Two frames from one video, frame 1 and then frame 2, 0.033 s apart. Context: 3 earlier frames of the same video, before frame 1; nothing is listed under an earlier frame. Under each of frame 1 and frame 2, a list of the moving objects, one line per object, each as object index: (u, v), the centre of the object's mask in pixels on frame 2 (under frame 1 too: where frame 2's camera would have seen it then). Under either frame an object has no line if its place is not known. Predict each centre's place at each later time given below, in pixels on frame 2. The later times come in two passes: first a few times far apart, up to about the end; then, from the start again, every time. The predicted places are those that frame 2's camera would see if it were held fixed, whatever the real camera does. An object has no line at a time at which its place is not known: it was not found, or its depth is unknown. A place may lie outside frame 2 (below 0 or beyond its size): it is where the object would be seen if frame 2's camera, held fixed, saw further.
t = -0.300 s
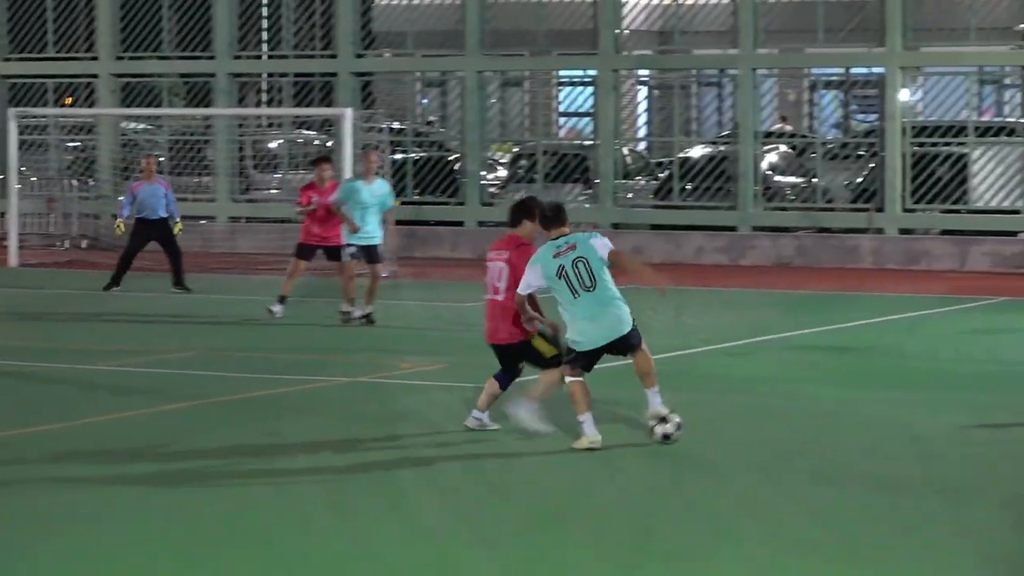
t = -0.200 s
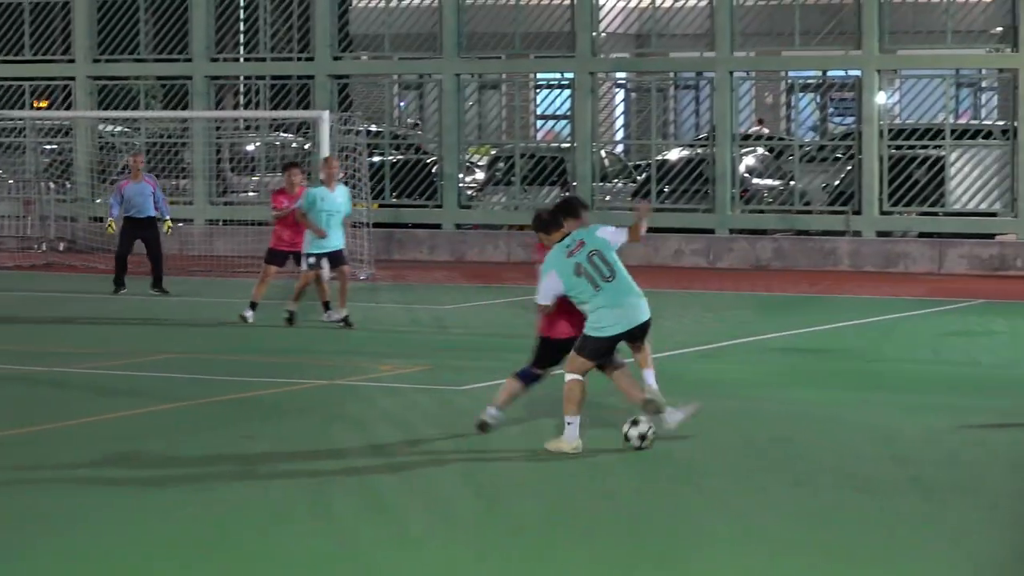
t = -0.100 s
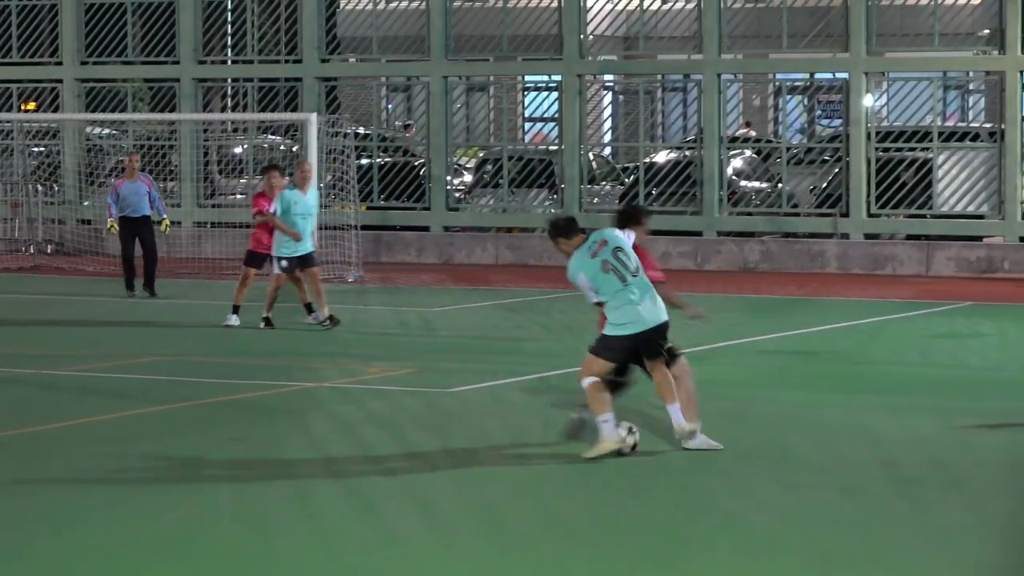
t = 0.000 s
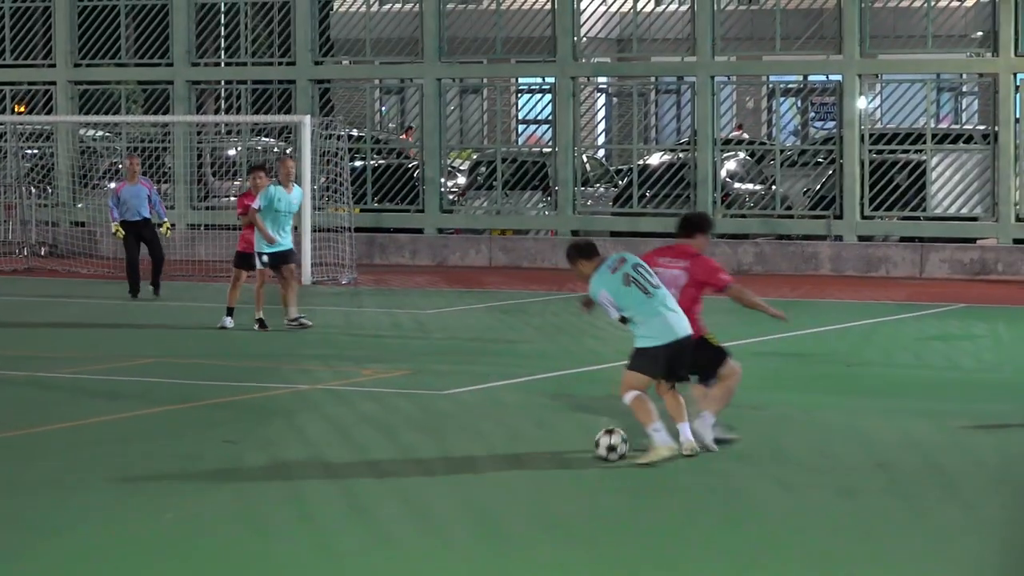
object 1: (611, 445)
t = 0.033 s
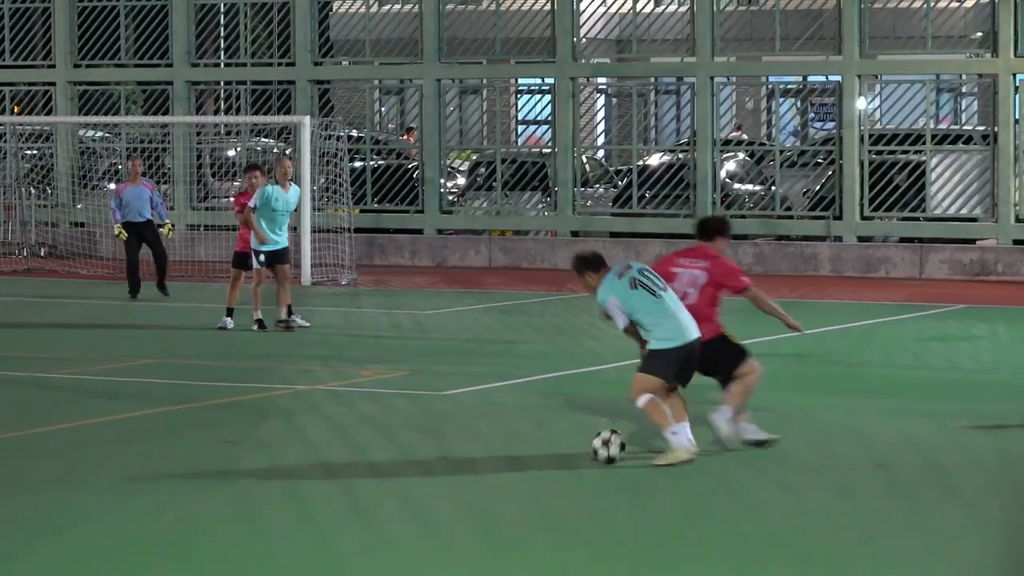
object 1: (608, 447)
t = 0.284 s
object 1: (596, 457)
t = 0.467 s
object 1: (585, 465)
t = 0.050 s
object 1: (607, 447)
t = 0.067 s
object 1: (607, 448)
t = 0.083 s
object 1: (606, 449)
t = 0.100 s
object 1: (605, 450)
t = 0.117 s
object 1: (605, 450)
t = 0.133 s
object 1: (604, 451)
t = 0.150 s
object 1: (603, 452)
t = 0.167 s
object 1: (602, 453)
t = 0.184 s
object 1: (601, 453)
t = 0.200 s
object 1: (600, 454)
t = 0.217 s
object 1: (599, 454)
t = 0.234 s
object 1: (598, 455)
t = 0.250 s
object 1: (598, 456)
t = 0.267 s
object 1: (597, 456)
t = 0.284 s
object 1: (596, 457)
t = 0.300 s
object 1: (595, 458)
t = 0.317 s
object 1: (594, 458)
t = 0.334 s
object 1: (593, 460)
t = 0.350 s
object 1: (592, 460)
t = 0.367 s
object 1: (591, 461)
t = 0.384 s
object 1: (590, 461)
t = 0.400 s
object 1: (589, 462)
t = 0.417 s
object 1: (588, 463)
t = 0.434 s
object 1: (587, 464)
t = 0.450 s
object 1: (586, 465)
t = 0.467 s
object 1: (585, 465)
